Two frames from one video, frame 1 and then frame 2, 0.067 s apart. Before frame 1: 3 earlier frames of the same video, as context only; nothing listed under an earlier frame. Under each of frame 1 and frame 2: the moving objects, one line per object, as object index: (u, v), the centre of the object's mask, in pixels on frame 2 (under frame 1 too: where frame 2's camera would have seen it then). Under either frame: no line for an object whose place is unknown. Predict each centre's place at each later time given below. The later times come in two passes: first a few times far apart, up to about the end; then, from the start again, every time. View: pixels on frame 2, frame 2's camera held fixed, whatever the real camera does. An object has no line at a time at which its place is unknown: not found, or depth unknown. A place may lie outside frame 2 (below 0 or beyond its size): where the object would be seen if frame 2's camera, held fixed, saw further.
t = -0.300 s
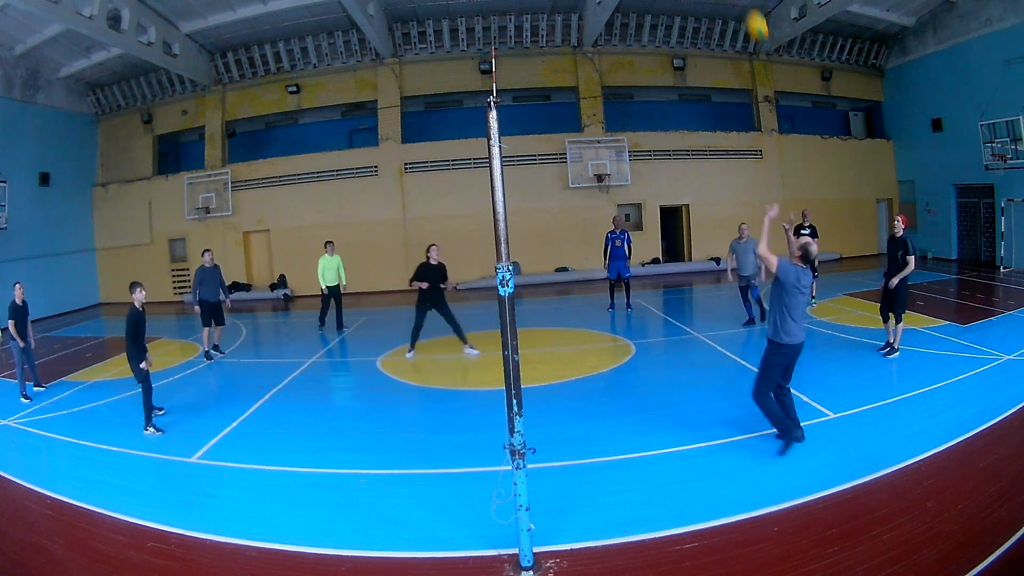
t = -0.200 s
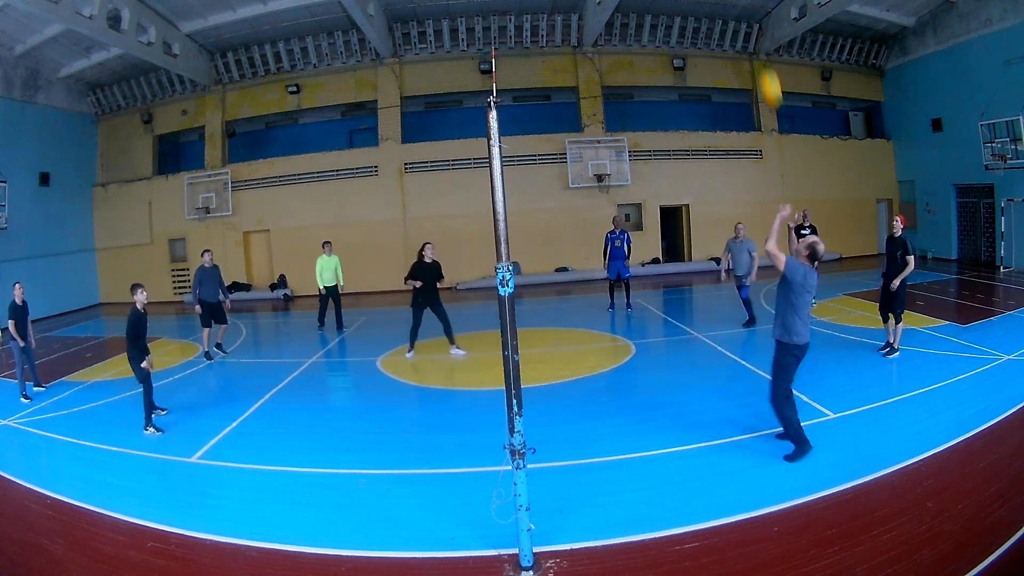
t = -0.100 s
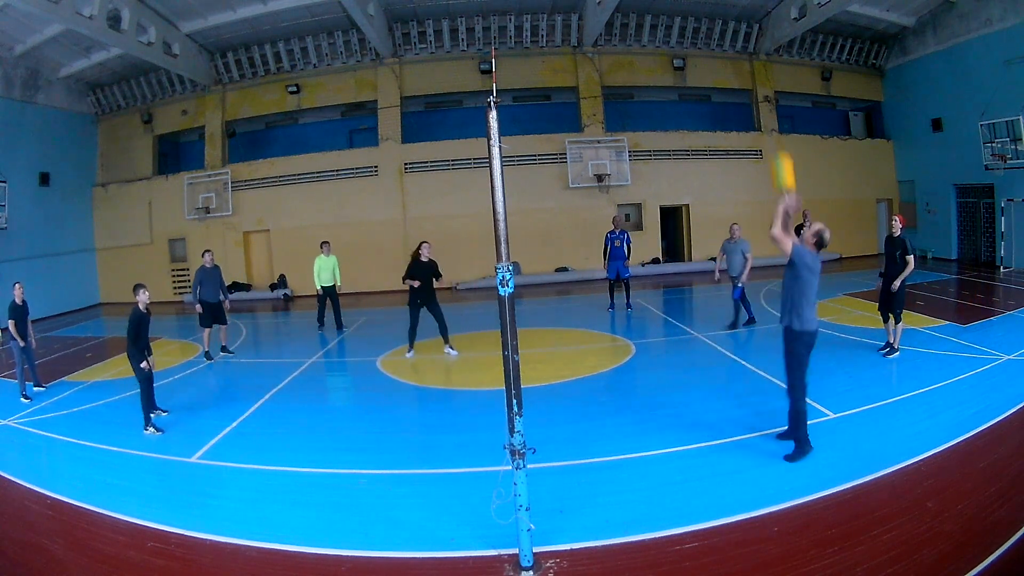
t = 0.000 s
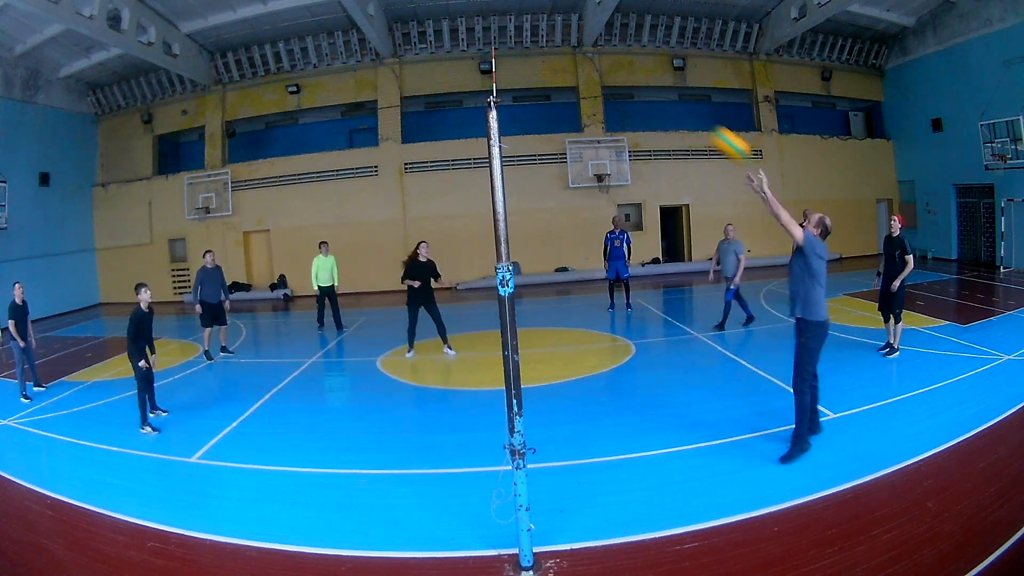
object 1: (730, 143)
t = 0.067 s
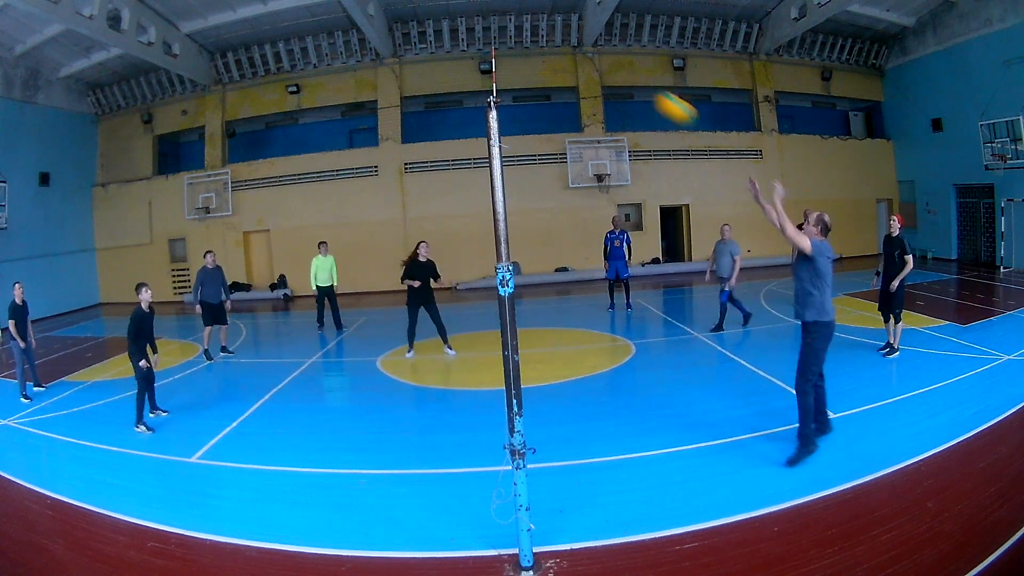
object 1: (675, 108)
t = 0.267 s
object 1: (525, 48)
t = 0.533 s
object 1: (378, 53)
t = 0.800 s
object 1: (276, 120)
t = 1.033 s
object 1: (215, 210)
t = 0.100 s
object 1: (648, 93)
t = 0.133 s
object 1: (621, 80)
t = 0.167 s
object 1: (595, 69)
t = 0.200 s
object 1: (571, 61)
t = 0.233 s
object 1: (548, 54)
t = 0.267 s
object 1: (525, 48)
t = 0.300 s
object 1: (504, 45)
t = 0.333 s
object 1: (483, 42)
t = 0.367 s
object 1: (462, 41)
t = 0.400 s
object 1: (441, 39)
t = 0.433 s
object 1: (426, 42)
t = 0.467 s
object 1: (409, 44)
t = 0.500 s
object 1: (393, 48)
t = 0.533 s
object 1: (378, 53)
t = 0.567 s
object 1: (363, 59)
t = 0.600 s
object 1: (348, 65)
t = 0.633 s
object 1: (335, 72)
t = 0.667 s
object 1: (321, 80)
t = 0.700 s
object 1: (310, 88)
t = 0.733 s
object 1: (299, 98)
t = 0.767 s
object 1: (287, 109)
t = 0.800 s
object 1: (276, 120)
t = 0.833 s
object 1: (266, 131)
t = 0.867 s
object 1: (256, 143)
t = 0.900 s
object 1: (247, 154)
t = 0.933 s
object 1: (238, 167)
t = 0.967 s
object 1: (229, 182)
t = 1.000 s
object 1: (222, 195)
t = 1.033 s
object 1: (215, 210)
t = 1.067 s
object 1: (208, 225)
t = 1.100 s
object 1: (201, 239)
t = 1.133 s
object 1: (195, 254)
